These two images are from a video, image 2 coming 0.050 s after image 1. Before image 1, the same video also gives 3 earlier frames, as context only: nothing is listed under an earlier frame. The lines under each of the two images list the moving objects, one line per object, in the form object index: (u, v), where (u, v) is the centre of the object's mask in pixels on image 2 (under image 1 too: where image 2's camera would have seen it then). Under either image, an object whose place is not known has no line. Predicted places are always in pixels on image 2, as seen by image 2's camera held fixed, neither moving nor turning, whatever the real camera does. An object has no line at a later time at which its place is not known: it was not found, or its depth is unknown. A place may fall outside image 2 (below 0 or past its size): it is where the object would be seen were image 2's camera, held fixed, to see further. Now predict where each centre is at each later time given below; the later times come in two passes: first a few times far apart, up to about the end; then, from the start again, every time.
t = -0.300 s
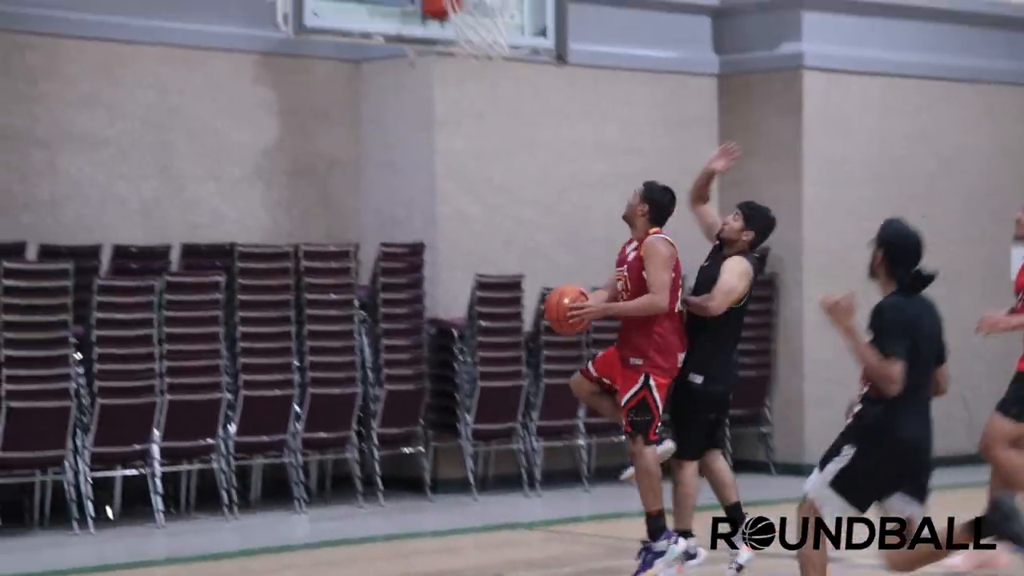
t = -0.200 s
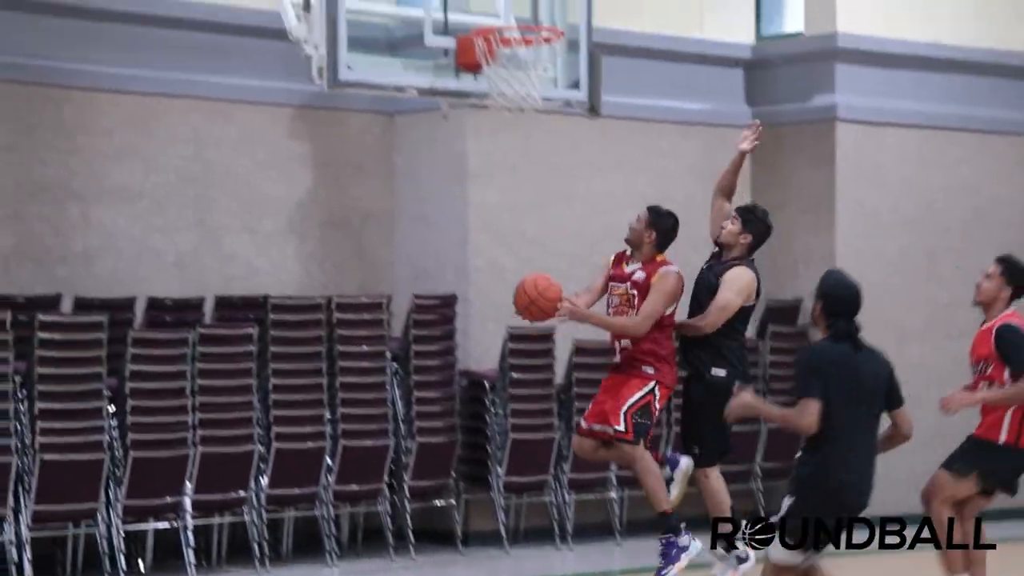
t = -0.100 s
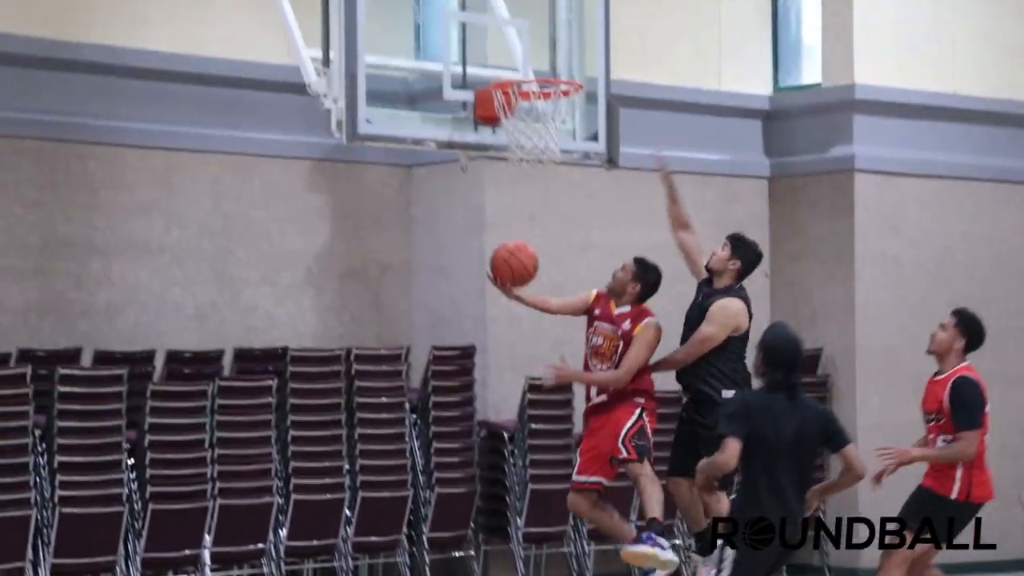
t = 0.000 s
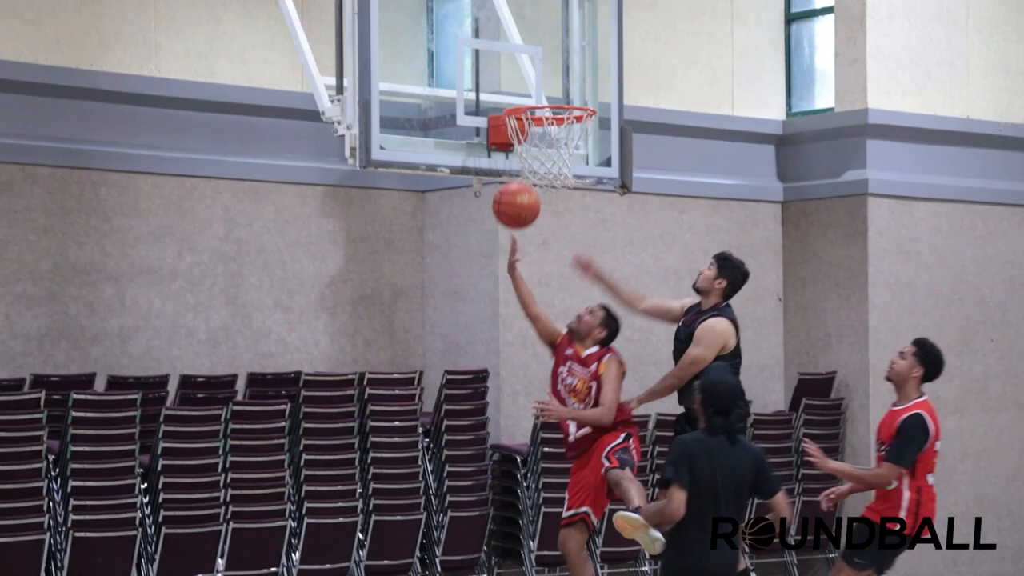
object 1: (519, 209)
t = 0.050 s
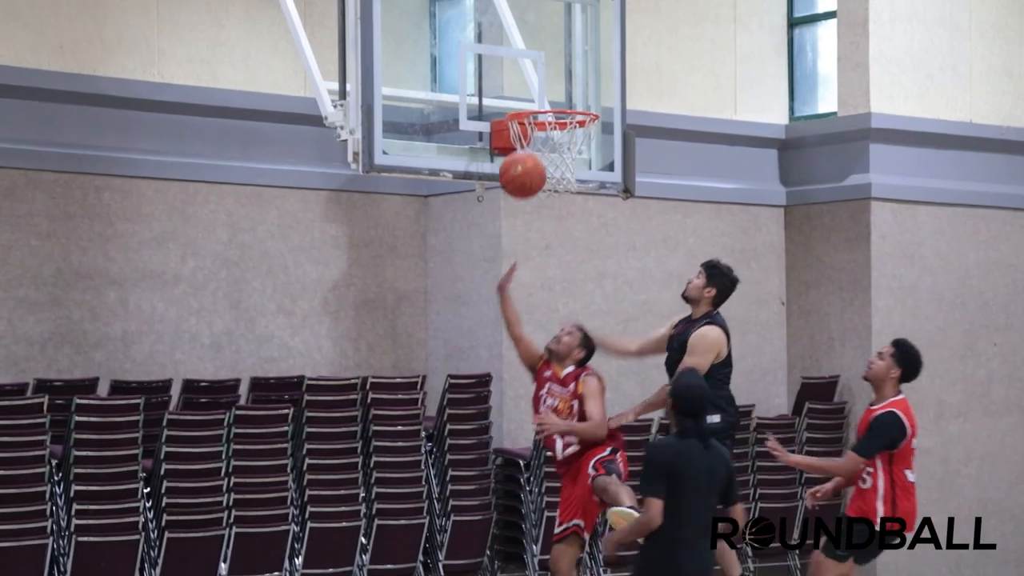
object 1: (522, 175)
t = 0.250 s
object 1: (536, 85)
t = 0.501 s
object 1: (553, 82)
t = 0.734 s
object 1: (544, 78)
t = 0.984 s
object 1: (556, 93)
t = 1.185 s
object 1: (558, 114)
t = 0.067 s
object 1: (523, 164)
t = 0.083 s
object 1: (525, 154)
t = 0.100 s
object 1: (526, 145)
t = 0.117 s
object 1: (526, 135)
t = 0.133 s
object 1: (528, 128)
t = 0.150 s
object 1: (529, 120)
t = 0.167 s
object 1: (530, 113)
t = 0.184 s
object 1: (532, 106)
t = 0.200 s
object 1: (533, 100)
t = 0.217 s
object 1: (534, 94)
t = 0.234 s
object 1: (535, 89)
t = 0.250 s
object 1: (536, 85)
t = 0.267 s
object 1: (537, 81)
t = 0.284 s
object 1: (538, 78)
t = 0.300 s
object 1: (539, 75)
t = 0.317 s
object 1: (540, 73)
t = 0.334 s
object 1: (542, 71)
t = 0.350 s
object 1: (543, 70)
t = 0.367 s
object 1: (544, 69)
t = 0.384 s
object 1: (545, 69)
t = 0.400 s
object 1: (546, 69)
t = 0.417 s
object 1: (547, 70)
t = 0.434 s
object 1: (548, 72)
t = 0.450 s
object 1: (549, 74)
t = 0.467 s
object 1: (551, 76)
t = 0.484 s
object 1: (552, 79)
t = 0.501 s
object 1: (553, 82)
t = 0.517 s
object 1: (554, 86)
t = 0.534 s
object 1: (555, 90)
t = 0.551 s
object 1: (556, 93)
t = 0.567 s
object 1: (556, 95)
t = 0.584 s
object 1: (555, 94)
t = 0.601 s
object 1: (554, 91)
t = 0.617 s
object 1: (552, 88)
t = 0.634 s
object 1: (551, 86)
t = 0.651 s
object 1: (549, 84)
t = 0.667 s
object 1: (547, 82)
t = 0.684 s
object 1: (546, 80)
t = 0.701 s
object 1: (544, 80)
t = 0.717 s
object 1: (543, 79)
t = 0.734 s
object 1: (544, 78)
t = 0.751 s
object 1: (545, 77)
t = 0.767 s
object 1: (545, 77)
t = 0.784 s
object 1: (546, 77)
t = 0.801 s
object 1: (547, 78)
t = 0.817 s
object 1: (548, 79)
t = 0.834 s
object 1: (549, 80)
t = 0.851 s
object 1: (550, 82)
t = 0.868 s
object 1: (551, 85)
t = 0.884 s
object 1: (552, 88)
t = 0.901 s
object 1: (552, 90)
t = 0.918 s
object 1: (553, 93)
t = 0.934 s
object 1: (555, 96)
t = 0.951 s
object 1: (555, 96)
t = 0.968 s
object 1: (555, 95)
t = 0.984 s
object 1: (556, 93)
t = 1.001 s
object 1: (556, 93)
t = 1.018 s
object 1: (556, 92)
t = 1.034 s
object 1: (556, 92)
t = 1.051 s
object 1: (557, 92)
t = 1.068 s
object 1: (557, 93)
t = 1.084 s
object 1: (557, 93)
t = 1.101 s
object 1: (558, 94)
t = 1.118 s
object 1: (558, 95)
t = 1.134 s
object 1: (558, 97)
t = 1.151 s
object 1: (559, 98)
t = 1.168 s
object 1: (560, 100)
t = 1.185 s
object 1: (558, 114)
